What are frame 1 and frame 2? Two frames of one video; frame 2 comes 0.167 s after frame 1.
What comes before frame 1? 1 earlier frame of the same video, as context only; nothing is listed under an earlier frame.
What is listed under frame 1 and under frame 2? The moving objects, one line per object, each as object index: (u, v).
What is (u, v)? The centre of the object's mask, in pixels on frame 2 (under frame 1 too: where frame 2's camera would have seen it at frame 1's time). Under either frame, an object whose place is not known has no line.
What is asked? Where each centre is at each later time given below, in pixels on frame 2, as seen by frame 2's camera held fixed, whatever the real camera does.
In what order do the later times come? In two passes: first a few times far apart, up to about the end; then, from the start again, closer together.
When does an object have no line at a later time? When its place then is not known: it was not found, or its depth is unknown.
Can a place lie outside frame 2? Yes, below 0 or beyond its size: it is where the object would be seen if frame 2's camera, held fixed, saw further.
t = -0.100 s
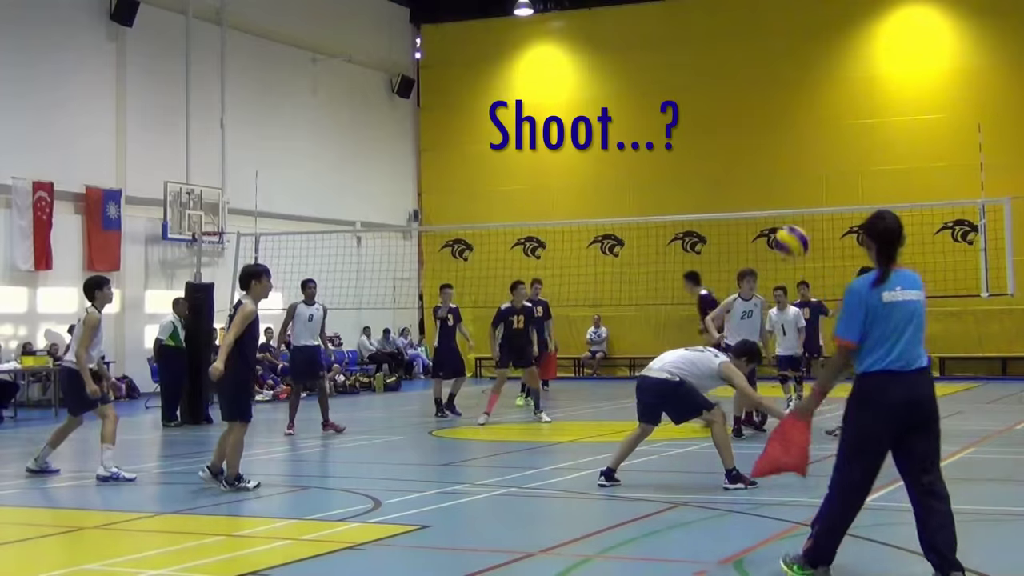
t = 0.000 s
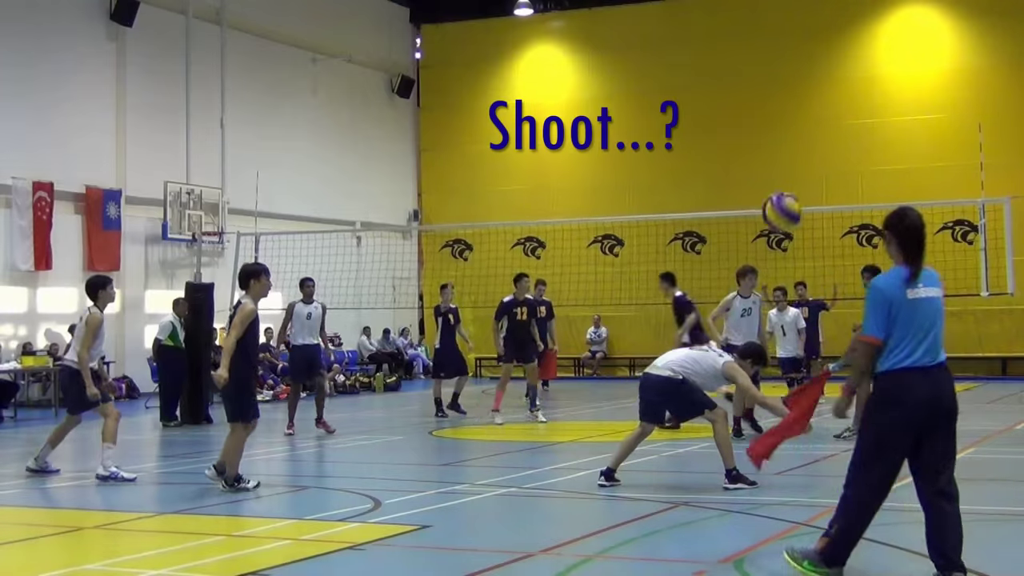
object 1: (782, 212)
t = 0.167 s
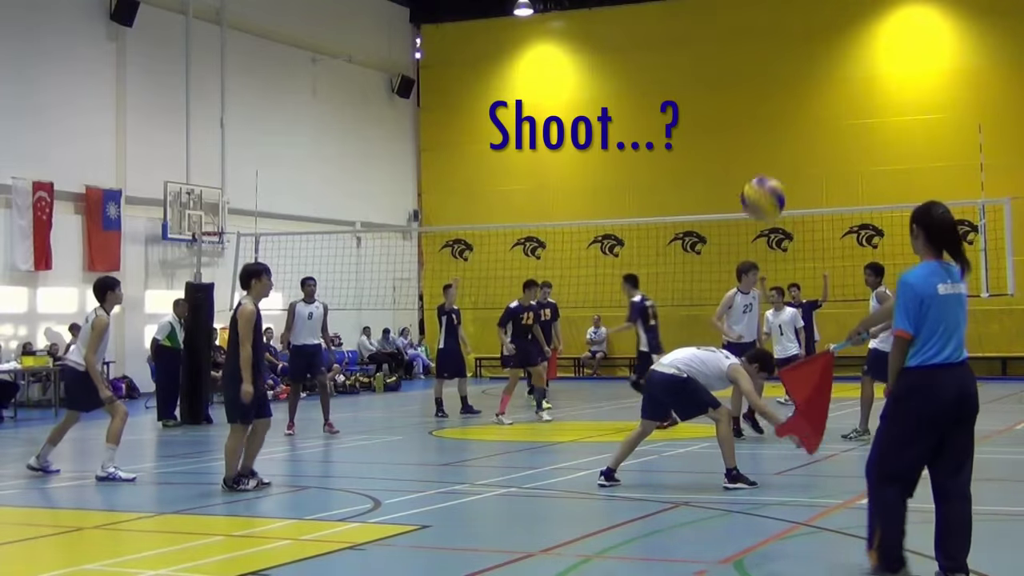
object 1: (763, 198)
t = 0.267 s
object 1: (750, 221)
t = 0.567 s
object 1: (699, 543)
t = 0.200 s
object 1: (759, 203)
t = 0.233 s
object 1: (755, 210)
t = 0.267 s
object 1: (750, 221)
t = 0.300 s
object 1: (746, 236)
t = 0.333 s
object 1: (740, 256)
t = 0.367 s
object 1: (735, 277)
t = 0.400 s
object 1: (731, 307)
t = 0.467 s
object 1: (719, 383)
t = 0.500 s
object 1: (710, 426)
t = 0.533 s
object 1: (705, 482)
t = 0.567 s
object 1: (699, 543)
